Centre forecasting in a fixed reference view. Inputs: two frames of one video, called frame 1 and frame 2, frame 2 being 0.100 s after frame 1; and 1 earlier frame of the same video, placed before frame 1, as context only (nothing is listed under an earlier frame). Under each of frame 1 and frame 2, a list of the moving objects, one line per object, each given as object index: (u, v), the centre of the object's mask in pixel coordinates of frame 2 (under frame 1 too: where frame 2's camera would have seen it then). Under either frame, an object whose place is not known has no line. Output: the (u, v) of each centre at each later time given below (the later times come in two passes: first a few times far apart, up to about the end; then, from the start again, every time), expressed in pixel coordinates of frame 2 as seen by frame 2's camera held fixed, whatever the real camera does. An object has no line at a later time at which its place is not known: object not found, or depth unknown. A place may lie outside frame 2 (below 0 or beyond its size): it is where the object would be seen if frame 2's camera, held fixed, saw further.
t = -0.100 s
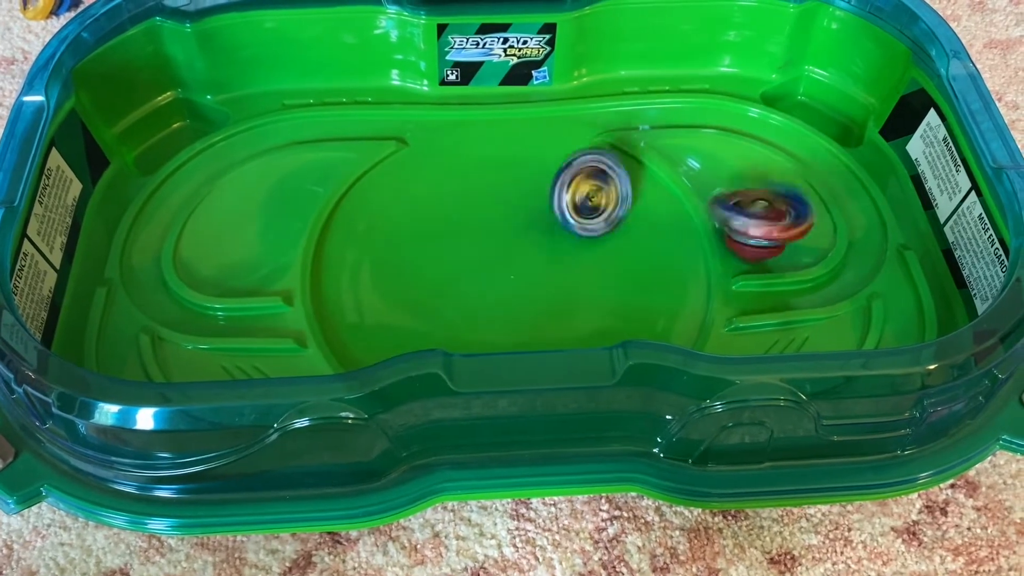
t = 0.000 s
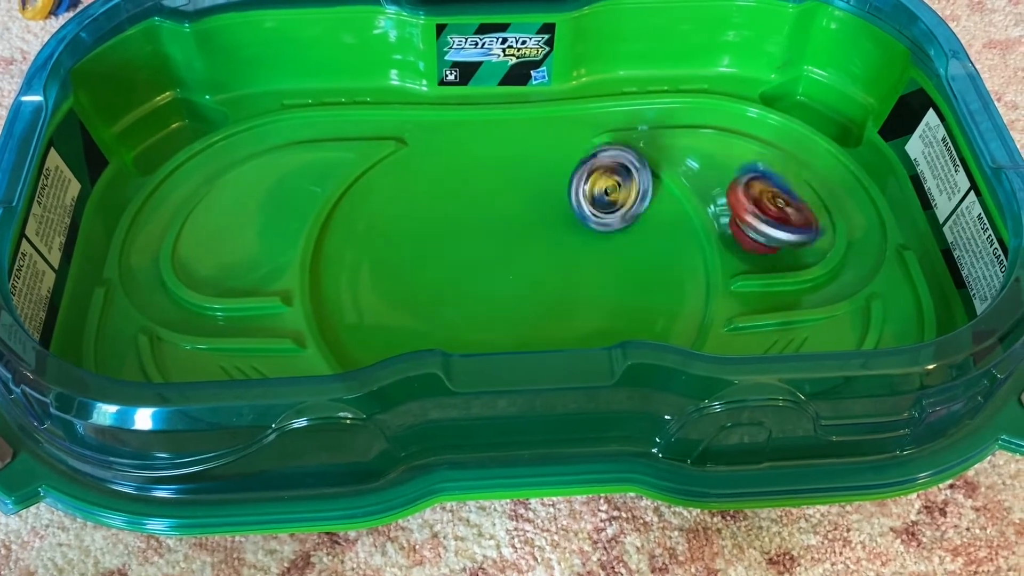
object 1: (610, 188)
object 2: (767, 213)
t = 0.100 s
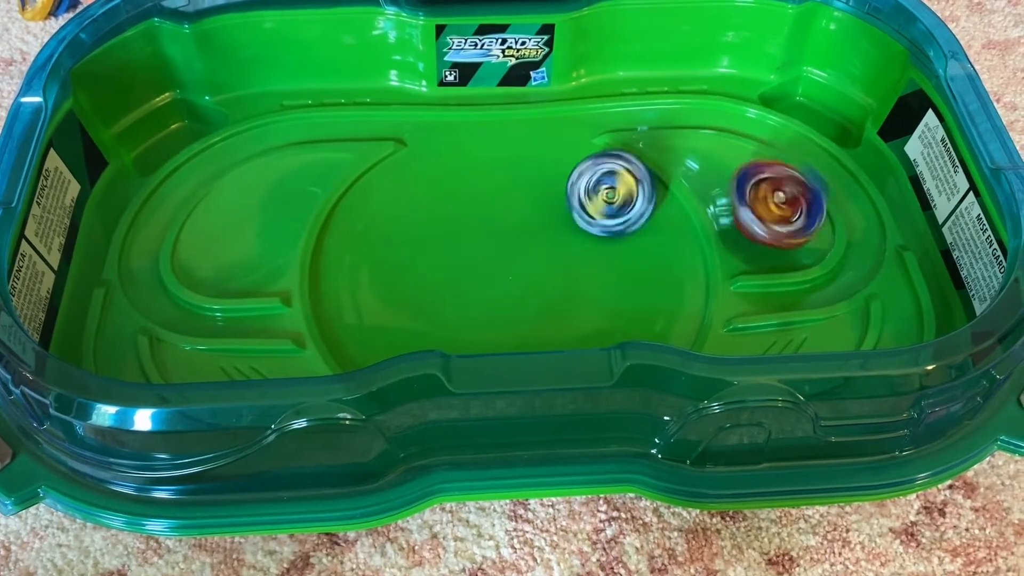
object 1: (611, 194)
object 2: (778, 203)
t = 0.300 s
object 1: (583, 221)
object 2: (798, 178)
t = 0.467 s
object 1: (587, 266)
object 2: (788, 168)
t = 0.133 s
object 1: (607, 197)
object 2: (777, 197)
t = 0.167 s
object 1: (602, 201)
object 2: (785, 195)
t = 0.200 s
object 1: (597, 205)
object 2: (786, 189)
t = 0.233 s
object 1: (593, 208)
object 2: (794, 187)
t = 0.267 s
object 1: (588, 213)
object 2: (793, 180)
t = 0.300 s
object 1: (583, 221)
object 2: (798, 178)
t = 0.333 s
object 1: (580, 229)
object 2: (796, 172)
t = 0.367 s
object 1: (578, 240)
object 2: (802, 172)
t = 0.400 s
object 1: (578, 252)
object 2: (797, 169)
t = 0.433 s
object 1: (582, 261)
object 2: (797, 170)
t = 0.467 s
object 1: (587, 266)
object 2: (788, 168)
